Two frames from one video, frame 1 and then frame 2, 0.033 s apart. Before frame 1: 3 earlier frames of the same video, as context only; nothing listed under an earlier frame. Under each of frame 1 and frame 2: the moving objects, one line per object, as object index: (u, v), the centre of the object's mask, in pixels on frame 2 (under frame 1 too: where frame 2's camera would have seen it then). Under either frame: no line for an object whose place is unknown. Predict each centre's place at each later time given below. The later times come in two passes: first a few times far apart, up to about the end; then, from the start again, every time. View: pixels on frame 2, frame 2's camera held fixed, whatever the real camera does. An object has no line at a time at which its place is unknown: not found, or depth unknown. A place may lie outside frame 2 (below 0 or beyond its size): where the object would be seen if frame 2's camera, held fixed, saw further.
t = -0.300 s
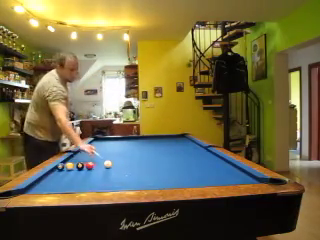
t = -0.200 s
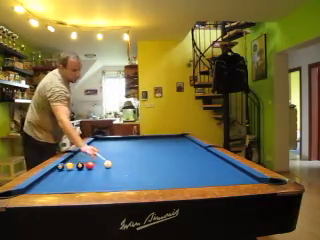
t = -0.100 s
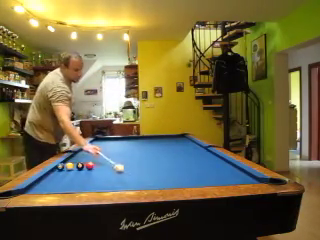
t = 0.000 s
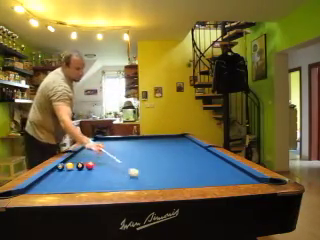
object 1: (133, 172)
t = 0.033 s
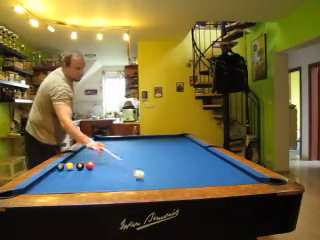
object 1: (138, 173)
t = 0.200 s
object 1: (170, 183)
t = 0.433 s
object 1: (201, 175)
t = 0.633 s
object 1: (218, 167)
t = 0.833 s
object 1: (220, 161)
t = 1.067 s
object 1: (197, 157)
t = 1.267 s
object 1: (181, 154)
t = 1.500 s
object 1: (165, 151)
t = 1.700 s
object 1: (154, 149)
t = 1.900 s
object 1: (143, 147)
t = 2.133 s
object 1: (132, 146)
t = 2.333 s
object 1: (124, 144)
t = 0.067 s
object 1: (144, 176)
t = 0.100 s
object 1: (150, 178)
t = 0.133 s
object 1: (156, 180)
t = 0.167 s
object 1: (163, 181)
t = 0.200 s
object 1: (170, 183)
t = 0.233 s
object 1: (178, 184)
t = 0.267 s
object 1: (182, 183)
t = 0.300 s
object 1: (186, 181)
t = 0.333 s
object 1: (190, 180)
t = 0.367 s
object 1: (194, 178)
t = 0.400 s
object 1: (197, 176)
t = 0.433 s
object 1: (201, 175)
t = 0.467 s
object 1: (204, 173)
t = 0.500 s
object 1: (207, 172)
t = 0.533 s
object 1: (210, 171)
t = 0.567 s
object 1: (213, 169)
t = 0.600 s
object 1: (216, 168)
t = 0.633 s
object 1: (218, 167)
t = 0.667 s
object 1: (220, 165)
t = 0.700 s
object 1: (223, 164)
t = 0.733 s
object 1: (225, 163)
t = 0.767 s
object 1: (227, 162)
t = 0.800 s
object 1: (223, 162)
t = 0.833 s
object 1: (220, 161)
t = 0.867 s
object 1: (216, 161)
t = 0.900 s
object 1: (213, 160)
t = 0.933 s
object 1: (210, 159)
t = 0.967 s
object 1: (207, 158)
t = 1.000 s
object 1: (204, 158)
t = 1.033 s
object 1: (200, 157)
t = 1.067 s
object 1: (197, 157)
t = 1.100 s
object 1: (195, 156)
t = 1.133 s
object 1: (192, 156)
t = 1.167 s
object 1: (190, 156)
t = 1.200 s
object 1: (186, 155)
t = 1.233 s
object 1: (184, 155)
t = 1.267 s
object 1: (181, 154)
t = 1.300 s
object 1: (179, 154)
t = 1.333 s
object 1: (177, 153)
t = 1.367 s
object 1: (175, 153)
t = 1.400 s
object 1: (172, 152)
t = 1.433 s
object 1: (169, 152)
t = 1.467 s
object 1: (167, 151)
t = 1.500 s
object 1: (165, 151)
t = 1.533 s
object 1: (163, 151)
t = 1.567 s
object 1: (161, 150)
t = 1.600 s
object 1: (159, 150)
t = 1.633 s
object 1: (157, 150)
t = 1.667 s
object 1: (155, 150)
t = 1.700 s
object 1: (154, 149)
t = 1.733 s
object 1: (151, 149)
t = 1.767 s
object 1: (149, 148)
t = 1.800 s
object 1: (148, 148)
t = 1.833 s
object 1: (146, 148)
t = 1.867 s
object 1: (144, 148)
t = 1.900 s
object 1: (143, 147)
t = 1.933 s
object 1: (141, 147)
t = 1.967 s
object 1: (139, 147)
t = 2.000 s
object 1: (138, 147)
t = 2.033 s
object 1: (136, 146)
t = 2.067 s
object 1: (135, 146)
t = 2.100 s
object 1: (133, 146)
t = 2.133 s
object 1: (132, 146)
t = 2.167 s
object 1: (130, 145)
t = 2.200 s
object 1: (129, 145)
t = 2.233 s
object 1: (127, 145)
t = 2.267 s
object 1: (127, 145)
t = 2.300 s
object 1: (125, 145)
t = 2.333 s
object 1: (124, 144)
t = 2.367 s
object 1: (123, 144)
